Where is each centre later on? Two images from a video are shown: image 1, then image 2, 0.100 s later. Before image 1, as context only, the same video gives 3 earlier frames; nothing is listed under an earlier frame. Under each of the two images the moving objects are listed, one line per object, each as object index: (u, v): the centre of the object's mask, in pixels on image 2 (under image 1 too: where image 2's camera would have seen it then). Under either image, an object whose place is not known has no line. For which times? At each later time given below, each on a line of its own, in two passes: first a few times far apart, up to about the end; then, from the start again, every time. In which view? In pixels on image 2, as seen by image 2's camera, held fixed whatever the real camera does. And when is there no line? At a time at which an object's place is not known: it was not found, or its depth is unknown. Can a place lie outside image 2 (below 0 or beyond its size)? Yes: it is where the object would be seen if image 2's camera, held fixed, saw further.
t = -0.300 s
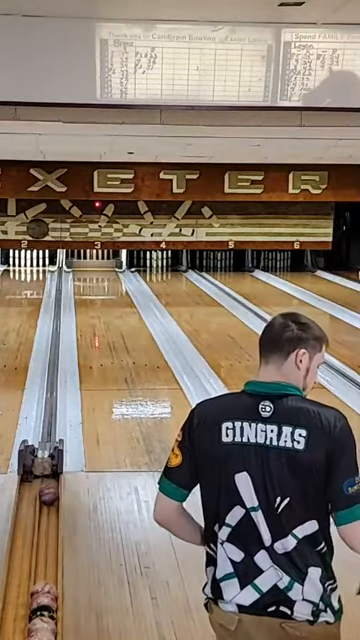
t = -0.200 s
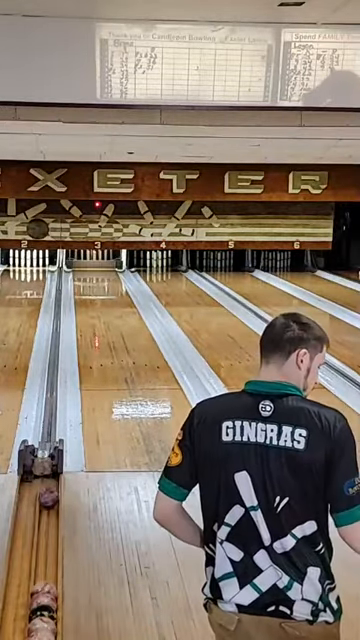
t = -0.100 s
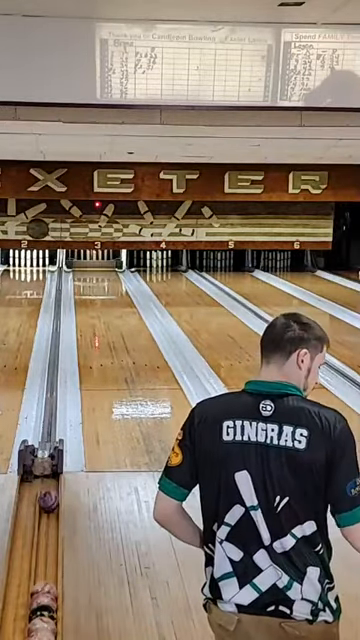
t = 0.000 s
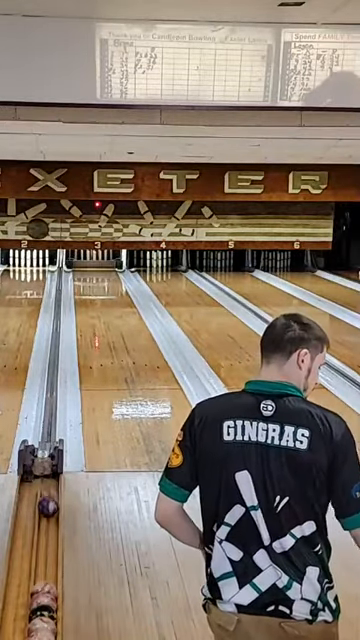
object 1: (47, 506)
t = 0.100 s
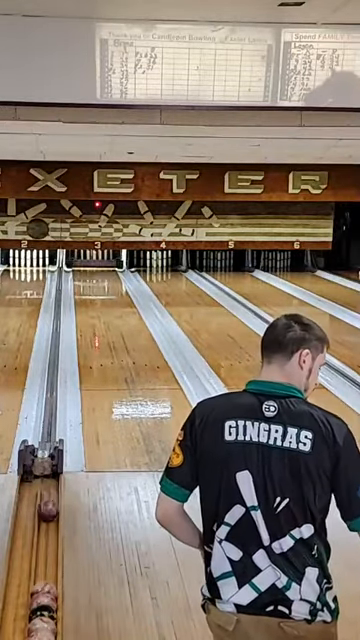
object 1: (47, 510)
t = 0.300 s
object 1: (47, 518)
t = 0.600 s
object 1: (46, 534)
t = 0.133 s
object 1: (48, 511)
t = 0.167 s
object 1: (48, 513)
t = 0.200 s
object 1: (47, 514)
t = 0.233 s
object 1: (47, 516)
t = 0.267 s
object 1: (47, 517)
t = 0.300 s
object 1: (47, 518)
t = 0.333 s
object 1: (47, 520)
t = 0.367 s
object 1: (47, 521)
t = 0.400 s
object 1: (47, 523)
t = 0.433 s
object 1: (46, 524)
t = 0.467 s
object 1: (47, 526)
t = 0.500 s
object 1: (47, 527)
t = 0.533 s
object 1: (46, 530)
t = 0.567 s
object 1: (46, 532)
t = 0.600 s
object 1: (46, 534)
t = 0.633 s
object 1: (47, 537)
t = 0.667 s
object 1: (47, 537)
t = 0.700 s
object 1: (46, 539)
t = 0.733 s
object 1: (46, 540)
